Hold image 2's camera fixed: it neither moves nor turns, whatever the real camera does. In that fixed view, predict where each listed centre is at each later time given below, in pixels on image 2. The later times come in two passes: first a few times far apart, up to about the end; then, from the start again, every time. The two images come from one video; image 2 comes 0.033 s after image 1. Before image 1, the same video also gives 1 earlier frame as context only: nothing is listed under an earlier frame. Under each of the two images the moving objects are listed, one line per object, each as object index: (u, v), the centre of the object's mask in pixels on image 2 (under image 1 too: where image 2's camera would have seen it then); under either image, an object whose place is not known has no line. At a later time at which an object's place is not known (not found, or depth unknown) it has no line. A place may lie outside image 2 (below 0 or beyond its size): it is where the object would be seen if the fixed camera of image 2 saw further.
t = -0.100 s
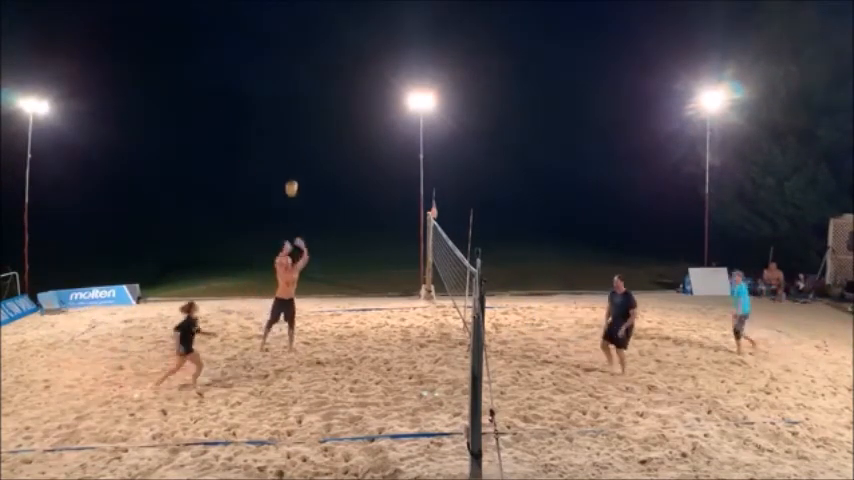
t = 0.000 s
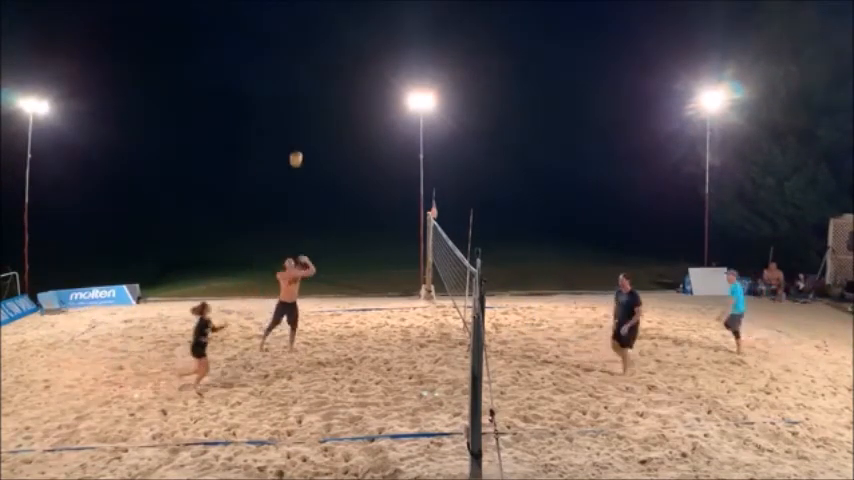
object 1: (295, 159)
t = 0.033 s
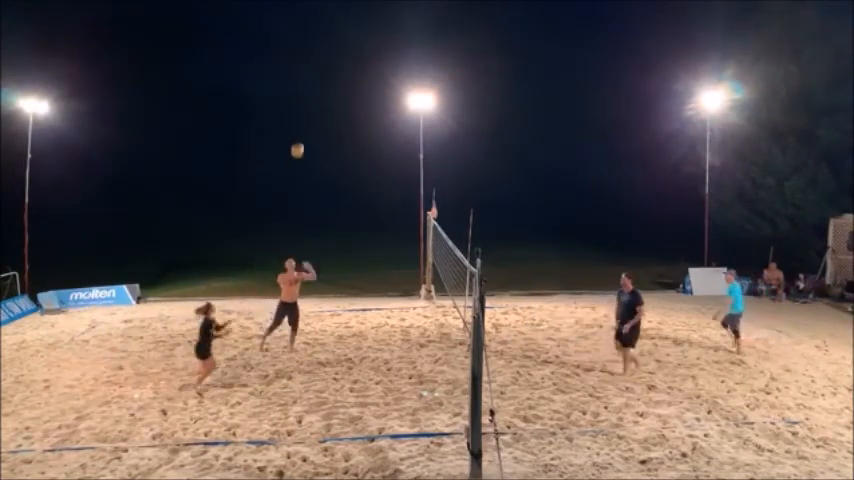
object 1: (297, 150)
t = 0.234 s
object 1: (306, 110)
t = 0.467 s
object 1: (318, 89)
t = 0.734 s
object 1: (333, 102)
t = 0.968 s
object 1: (346, 146)
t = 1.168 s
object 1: (357, 208)
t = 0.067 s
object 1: (298, 142)
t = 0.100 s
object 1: (300, 135)
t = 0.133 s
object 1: (301, 128)
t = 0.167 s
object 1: (303, 121)
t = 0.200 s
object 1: (305, 116)
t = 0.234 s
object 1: (306, 110)
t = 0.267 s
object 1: (308, 105)
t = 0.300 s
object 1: (310, 101)
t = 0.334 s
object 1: (311, 98)
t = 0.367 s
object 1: (313, 95)
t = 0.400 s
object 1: (314, 92)
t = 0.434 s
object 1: (316, 90)
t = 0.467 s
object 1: (318, 89)
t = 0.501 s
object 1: (320, 89)
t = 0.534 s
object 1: (321, 88)
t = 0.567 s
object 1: (323, 89)
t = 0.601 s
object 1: (325, 90)
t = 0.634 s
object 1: (327, 92)
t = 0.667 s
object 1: (328, 95)
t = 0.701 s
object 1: (331, 98)
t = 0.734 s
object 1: (333, 102)
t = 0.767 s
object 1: (334, 106)
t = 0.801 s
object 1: (336, 111)
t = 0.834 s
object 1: (338, 117)
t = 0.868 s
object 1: (340, 123)
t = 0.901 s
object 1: (342, 130)
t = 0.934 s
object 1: (344, 138)
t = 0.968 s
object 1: (346, 146)
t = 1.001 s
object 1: (348, 155)
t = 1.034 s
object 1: (350, 164)
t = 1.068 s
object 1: (351, 174)
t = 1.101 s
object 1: (353, 185)
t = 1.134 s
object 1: (355, 196)
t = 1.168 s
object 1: (357, 208)
